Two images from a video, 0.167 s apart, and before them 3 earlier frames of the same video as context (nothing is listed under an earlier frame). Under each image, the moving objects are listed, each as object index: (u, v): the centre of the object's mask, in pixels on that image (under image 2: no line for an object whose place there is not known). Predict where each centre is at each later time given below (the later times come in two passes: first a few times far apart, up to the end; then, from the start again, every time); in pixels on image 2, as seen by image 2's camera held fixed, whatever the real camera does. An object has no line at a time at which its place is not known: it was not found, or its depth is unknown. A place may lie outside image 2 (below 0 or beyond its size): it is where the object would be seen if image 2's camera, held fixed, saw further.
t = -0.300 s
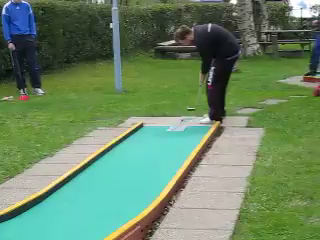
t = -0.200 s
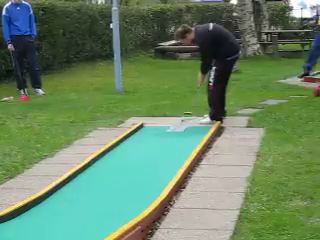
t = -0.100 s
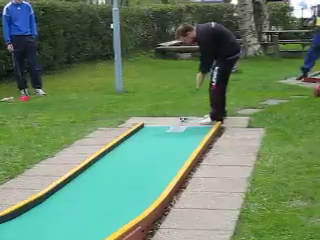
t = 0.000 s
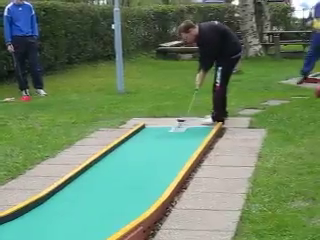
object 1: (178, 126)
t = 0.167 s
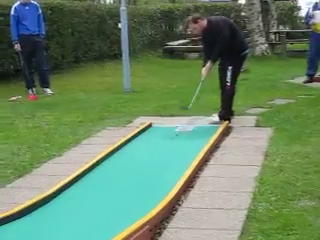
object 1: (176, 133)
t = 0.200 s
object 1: (173, 137)
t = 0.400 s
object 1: (162, 148)
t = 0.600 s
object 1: (148, 161)
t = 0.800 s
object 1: (131, 177)
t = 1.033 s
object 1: (107, 201)
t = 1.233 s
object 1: (80, 219)
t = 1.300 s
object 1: (70, 224)
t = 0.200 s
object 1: (173, 137)
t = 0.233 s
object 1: (171, 138)
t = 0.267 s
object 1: (169, 140)
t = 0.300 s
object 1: (168, 141)
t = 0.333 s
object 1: (166, 144)
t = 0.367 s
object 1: (164, 145)
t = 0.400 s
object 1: (162, 148)
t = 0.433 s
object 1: (159, 150)
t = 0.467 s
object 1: (157, 152)
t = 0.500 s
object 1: (155, 153)
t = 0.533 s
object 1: (153, 156)
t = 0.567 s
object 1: (150, 158)
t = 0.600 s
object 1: (148, 161)
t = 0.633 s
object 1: (145, 163)
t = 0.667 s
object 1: (143, 166)
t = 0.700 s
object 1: (140, 168)
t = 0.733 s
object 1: (137, 172)
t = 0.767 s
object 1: (134, 174)
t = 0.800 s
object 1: (131, 177)
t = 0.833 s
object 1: (128, 181)
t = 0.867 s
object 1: (125, 184)
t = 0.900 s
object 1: (122, 187)
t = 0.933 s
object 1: (118, 190)
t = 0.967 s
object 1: (115, 194)
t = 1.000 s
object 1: (110, 197)
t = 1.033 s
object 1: (107, 201)
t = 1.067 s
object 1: (103, 204)
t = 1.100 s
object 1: (98, 207)
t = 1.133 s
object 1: (94, 211)
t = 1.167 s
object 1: (90, 214)
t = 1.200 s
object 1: (85, 216)
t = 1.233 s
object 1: (80, 219)
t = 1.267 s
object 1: (75, 221)
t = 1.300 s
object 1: (70, 224)
